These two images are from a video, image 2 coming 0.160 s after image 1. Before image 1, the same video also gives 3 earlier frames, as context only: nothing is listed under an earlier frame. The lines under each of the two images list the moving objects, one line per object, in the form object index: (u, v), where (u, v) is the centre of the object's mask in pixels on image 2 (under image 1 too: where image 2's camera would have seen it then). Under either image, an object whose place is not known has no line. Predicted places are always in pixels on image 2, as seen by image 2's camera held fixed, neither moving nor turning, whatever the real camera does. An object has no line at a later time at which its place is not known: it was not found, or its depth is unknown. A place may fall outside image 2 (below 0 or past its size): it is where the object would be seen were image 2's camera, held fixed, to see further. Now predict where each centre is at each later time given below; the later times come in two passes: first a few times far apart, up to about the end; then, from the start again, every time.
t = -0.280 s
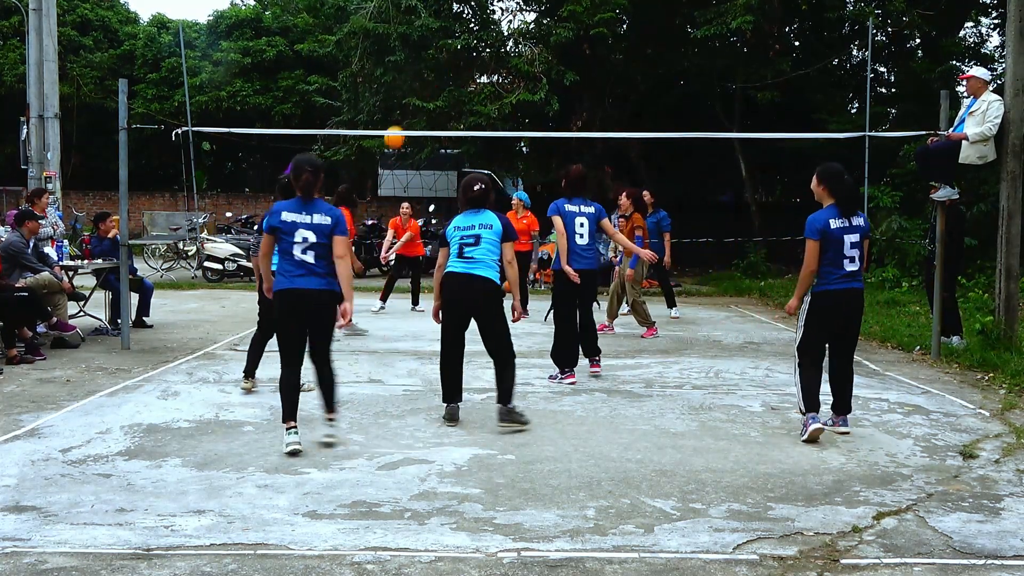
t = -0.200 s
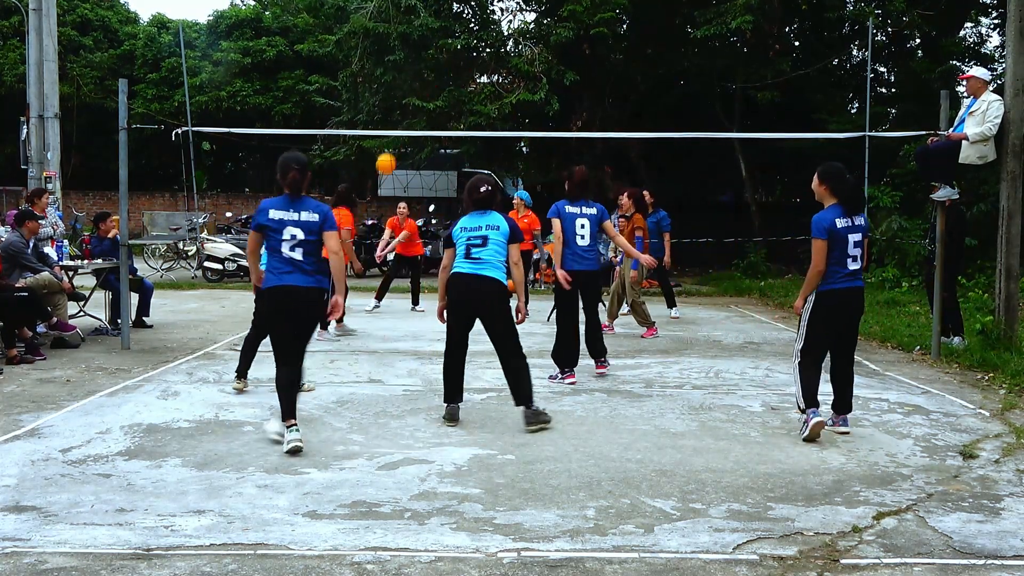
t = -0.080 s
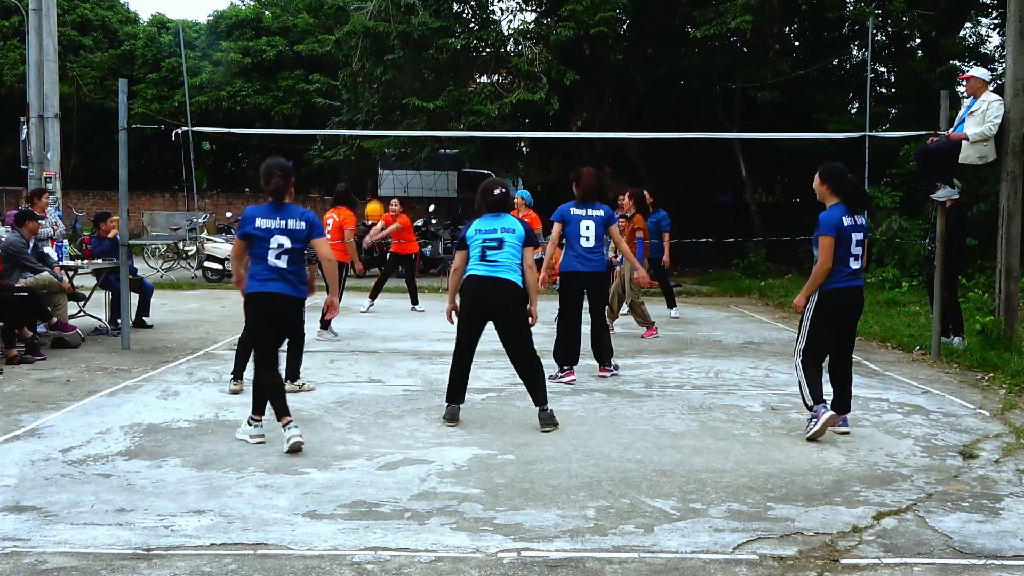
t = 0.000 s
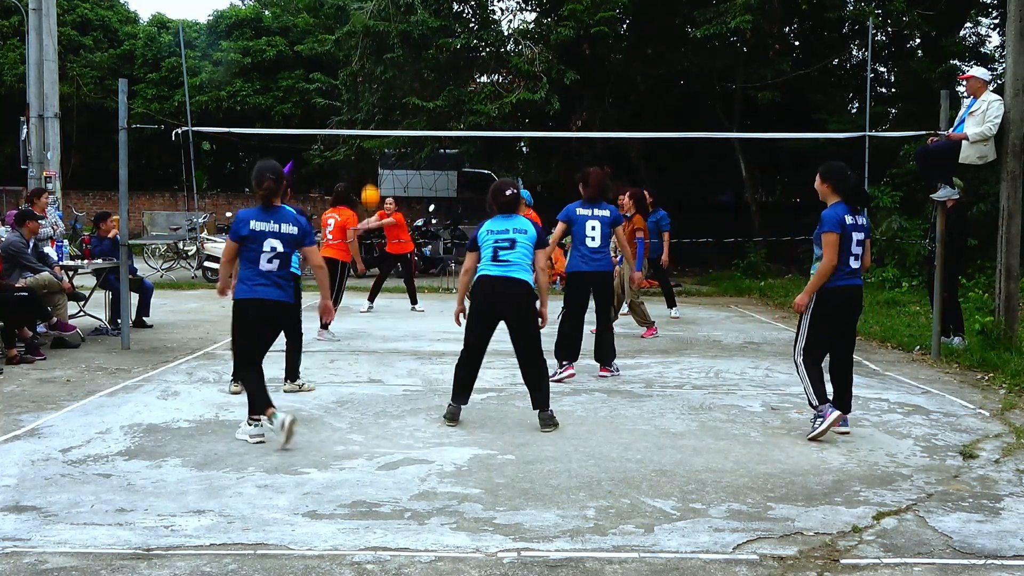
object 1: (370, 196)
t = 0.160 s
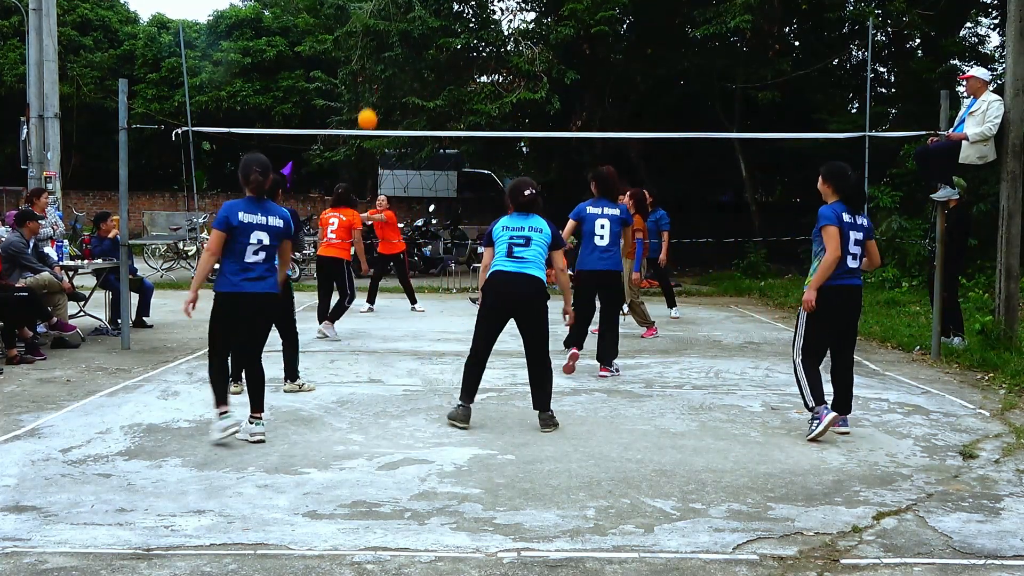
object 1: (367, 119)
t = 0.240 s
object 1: (366, 89)
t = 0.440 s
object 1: (361, 34)
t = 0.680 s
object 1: (354, 11)
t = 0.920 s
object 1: (348, 39)
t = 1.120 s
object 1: (343, 105)
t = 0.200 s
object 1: (367, 104)
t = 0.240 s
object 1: (366, 89)
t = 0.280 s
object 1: (365, 75)
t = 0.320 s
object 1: (364, 63)
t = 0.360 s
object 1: (363, 53)
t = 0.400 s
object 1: (362, 43)
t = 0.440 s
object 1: (361, 34)
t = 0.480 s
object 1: (360, 27)
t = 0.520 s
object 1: (358, 21)
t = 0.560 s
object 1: (357, 17)
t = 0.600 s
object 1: (356, 13)
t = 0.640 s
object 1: (355, 11)
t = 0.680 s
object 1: (354, 11)
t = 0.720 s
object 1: (353, 12)
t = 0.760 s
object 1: (352, 14)
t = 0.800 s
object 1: (351, 18)
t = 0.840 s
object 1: (350, 24)
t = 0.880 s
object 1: (349, 31)
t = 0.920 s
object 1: (348, 39)
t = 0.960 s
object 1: (347, 49)
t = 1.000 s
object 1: (346, 61)
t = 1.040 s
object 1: (345, 74)
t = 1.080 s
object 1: (344, 89)
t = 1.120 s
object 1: (343, 105)
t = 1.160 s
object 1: (342, 120)
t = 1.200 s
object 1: (341, 144)
